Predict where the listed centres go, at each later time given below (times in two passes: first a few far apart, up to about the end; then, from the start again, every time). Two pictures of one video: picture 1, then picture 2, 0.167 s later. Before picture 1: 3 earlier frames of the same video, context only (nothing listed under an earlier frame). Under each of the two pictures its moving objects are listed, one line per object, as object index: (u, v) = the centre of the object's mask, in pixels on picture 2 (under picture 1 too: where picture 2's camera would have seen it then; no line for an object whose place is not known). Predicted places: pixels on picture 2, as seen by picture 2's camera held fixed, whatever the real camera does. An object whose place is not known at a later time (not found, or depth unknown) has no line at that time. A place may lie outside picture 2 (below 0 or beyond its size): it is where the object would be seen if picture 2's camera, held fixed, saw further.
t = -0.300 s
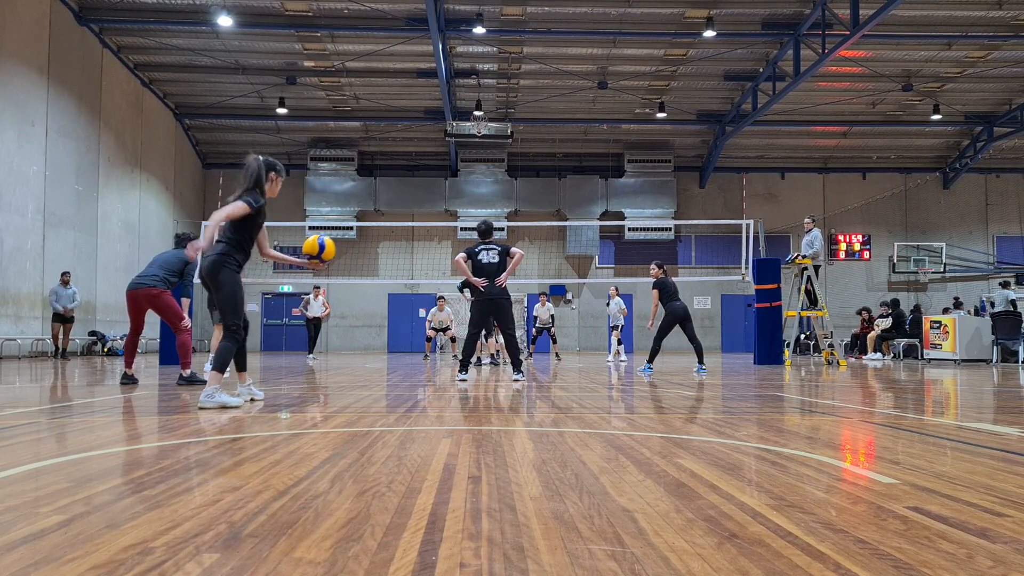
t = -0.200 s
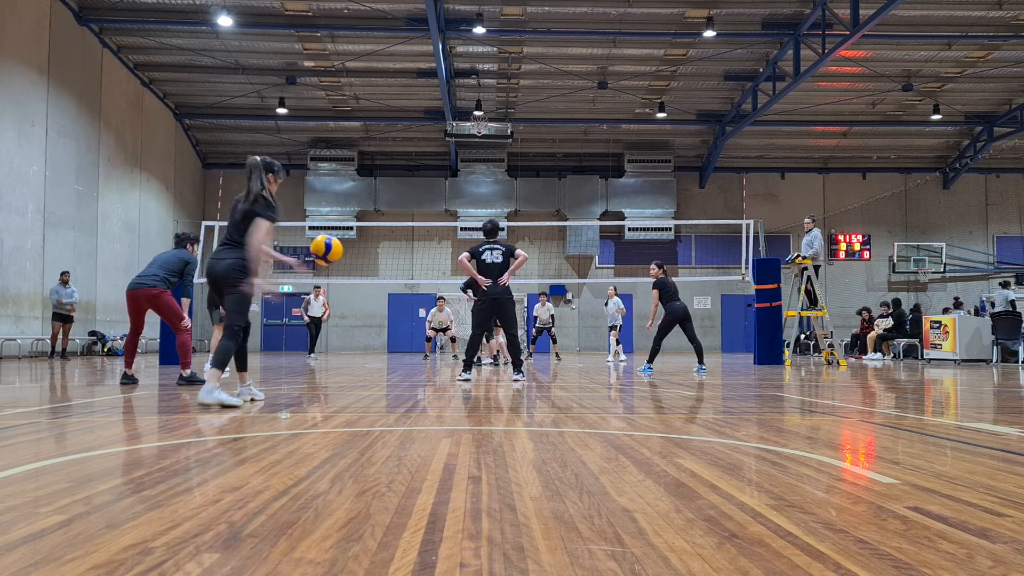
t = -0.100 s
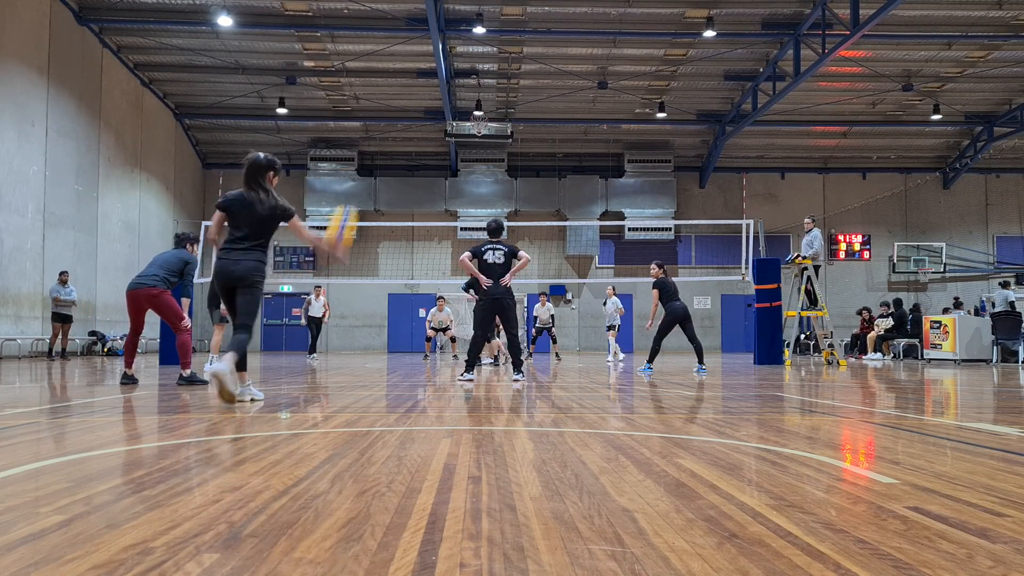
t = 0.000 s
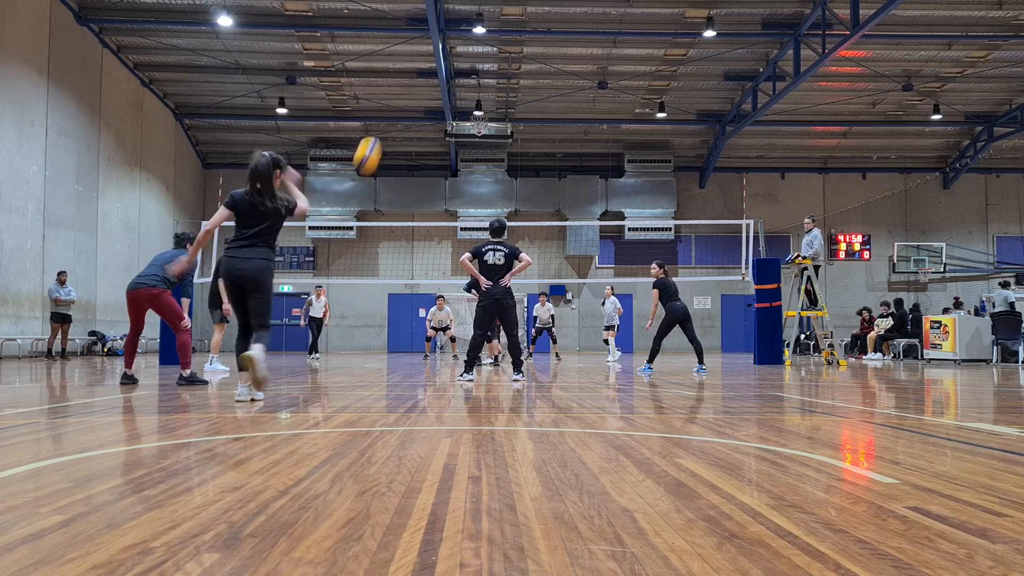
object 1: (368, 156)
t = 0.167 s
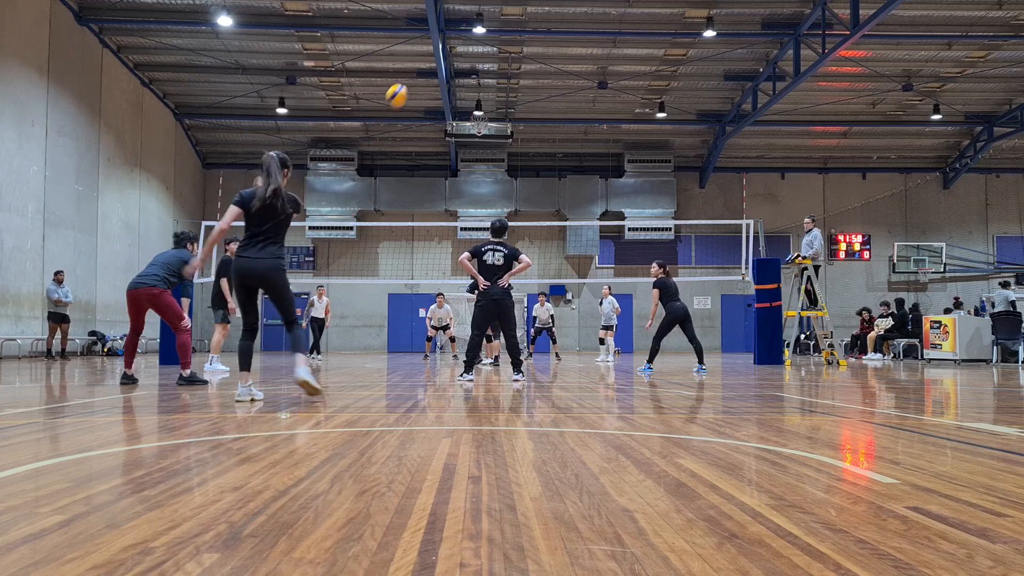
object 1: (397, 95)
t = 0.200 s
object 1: (402, 90)
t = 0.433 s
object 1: (424, 82)
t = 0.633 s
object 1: (434, 106)
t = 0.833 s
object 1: (438, 144)
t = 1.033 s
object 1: (441, 193)
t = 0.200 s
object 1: (402, 90)
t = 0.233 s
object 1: (406, 86)
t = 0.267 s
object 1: (409, 83)
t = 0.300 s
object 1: (413, 81)
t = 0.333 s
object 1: (416, 80)
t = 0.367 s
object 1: (419, 80)
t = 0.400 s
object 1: (421, 81)
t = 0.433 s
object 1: (424, 82)
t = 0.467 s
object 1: (426, 85)
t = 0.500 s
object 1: (428, 88)
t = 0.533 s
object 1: (430, 92)
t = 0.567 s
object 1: (431, 95)
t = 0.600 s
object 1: (433, 101)
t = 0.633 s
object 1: (434, 106)
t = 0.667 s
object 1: (435, 111)
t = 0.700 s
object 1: (436, 116)
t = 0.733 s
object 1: (436, 123)
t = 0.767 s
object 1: (437, 129)
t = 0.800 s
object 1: (437, 137)
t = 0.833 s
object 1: (438, 144)
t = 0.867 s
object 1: (439, 151)
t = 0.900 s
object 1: (439, 159)
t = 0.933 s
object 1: (440, 167)
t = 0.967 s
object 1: (441, 175)
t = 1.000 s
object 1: (441, 184)
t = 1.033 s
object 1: (441, 193)
